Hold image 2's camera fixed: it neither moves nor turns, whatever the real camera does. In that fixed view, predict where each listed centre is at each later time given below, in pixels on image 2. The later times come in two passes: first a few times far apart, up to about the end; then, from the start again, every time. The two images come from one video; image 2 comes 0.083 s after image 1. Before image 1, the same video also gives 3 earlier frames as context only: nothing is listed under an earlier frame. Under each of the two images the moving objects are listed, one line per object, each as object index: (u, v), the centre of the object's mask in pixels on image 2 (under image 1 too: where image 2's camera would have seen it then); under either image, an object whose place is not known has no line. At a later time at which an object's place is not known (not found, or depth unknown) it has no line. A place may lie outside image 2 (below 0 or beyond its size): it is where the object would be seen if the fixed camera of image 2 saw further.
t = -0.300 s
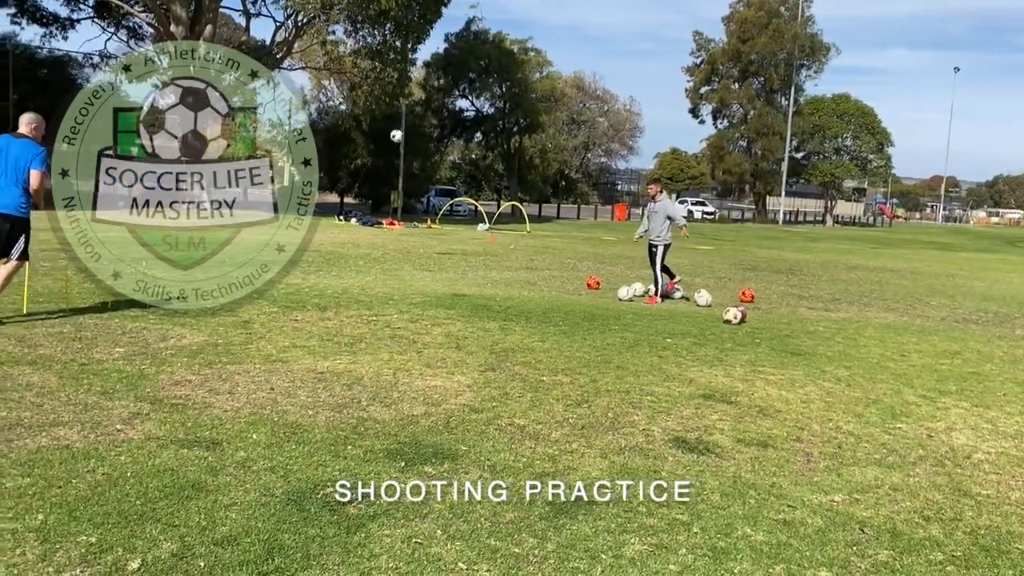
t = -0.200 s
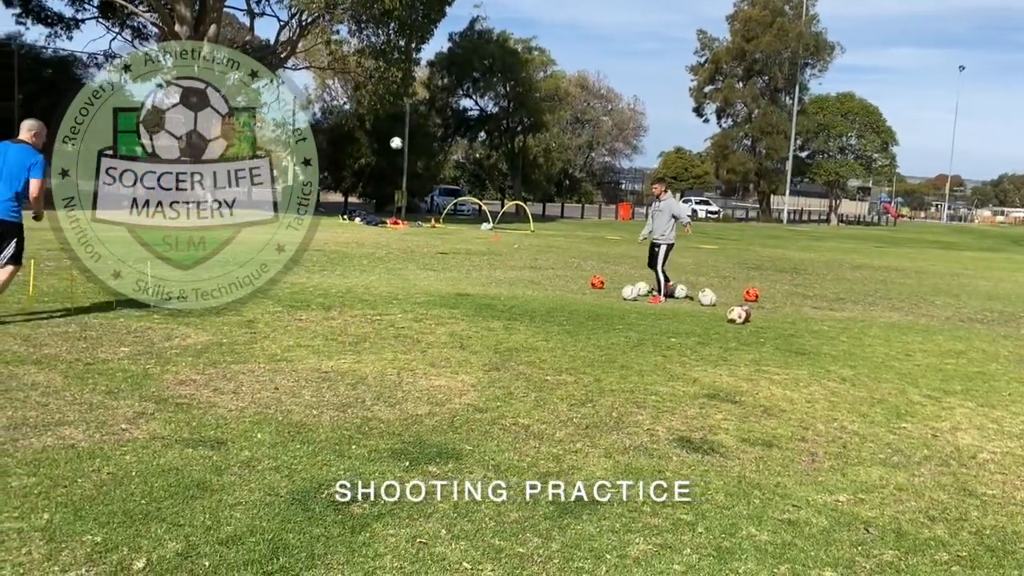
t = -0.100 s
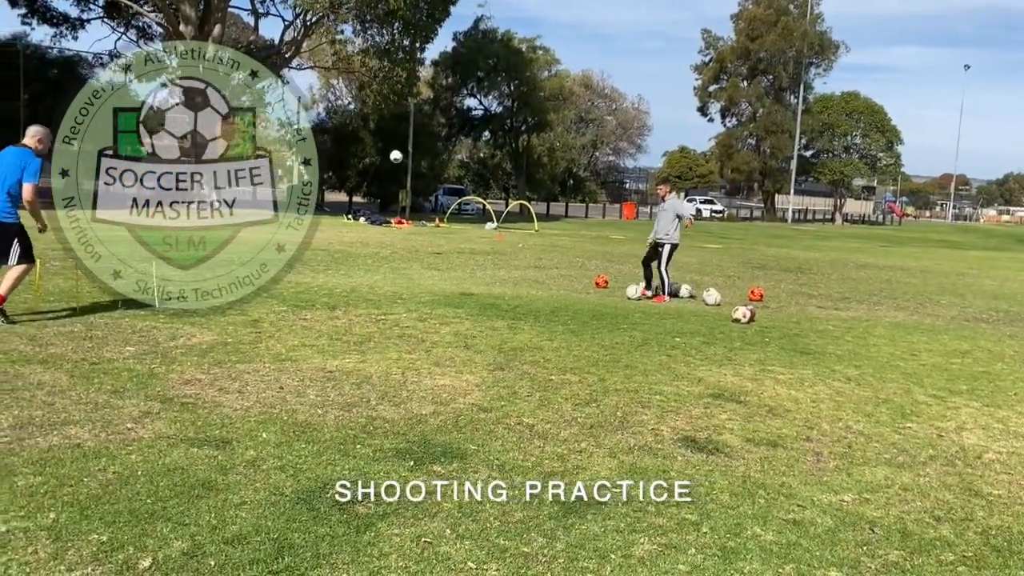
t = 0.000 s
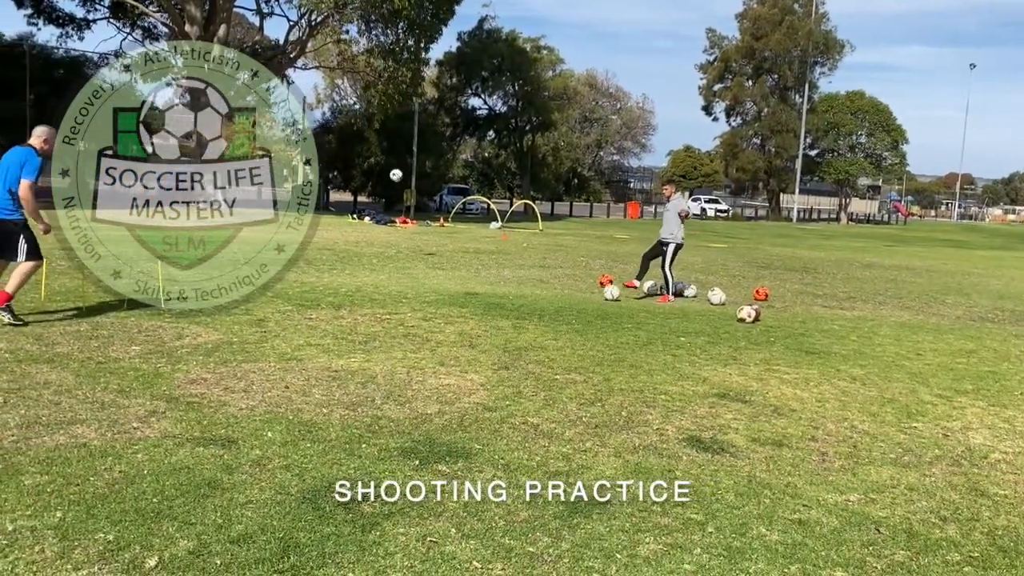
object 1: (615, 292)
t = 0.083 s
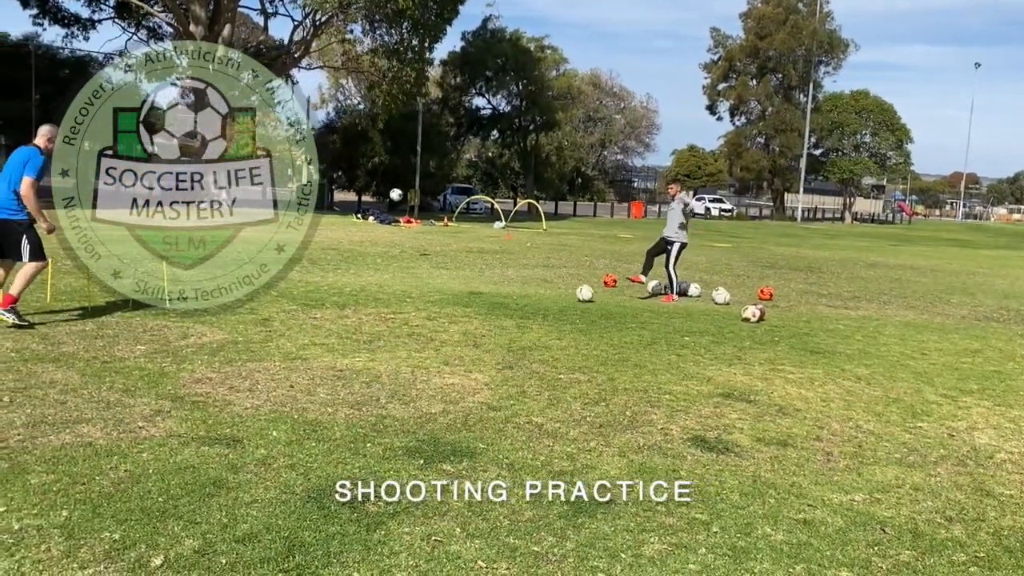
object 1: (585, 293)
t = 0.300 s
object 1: (499, 299)
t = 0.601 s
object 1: (381, 305)
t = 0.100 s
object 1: (579, 293)
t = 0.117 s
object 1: (572, 293)
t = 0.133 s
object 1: (565, 294)
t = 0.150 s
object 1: (558, 294)
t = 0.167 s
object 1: (552, 295)
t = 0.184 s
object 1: (545, 296)
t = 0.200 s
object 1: (538, 296)
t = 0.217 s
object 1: (532, 296)
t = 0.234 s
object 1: (526, 297)
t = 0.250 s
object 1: (519, 297)
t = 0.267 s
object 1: (512, 297)
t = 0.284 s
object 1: (505, 298)
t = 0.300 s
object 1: (499, 299)
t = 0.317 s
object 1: (492, 300)
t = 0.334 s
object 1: (486, 299)
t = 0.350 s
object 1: (480, 299)
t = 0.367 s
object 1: (474, 298)
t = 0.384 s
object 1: (467, 298)
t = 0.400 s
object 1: (461, 298)
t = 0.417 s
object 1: (455, 299)
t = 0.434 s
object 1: (448, 299)
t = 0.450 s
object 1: (441, 300)
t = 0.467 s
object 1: (434, 301)
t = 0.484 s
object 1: (427, 302)
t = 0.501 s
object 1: (421, 304)
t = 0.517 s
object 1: (414, 306)
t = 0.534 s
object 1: (407, 307)
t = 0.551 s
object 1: (400, 306)
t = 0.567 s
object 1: (394, 306)
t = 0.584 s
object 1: (388, 306)
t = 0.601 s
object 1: (381, 305)
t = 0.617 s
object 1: (375, 305)
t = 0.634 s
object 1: (369, 306)
